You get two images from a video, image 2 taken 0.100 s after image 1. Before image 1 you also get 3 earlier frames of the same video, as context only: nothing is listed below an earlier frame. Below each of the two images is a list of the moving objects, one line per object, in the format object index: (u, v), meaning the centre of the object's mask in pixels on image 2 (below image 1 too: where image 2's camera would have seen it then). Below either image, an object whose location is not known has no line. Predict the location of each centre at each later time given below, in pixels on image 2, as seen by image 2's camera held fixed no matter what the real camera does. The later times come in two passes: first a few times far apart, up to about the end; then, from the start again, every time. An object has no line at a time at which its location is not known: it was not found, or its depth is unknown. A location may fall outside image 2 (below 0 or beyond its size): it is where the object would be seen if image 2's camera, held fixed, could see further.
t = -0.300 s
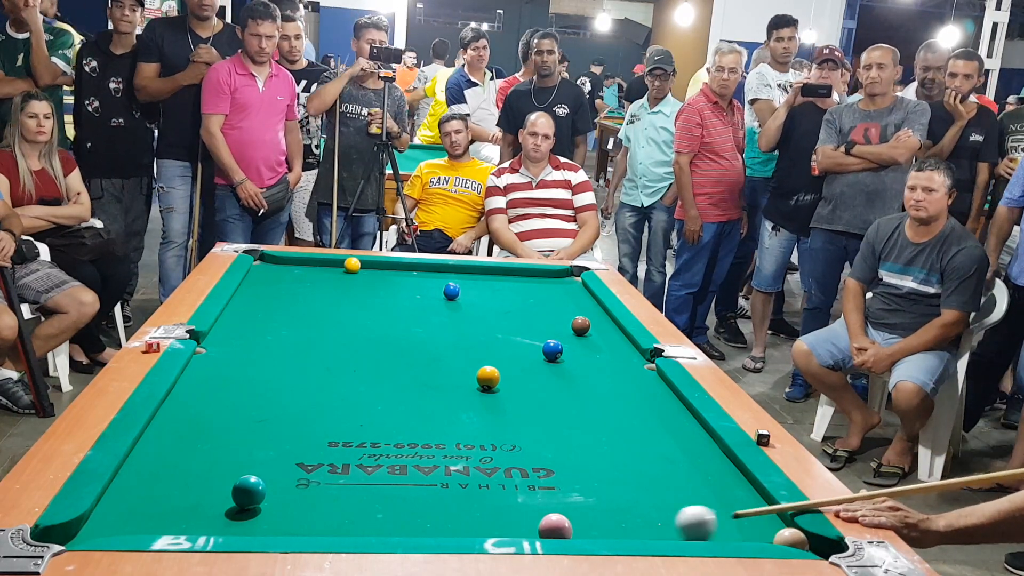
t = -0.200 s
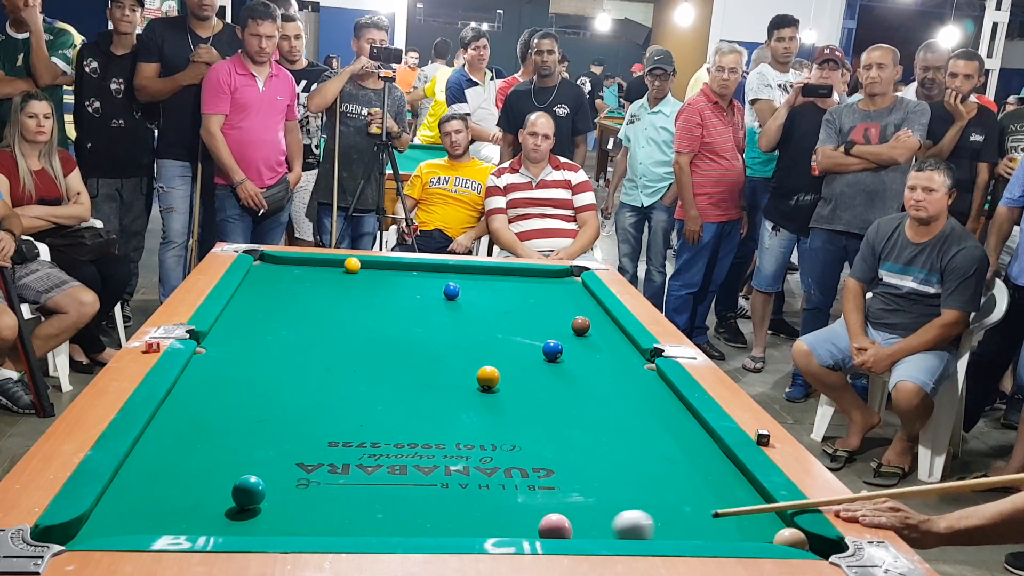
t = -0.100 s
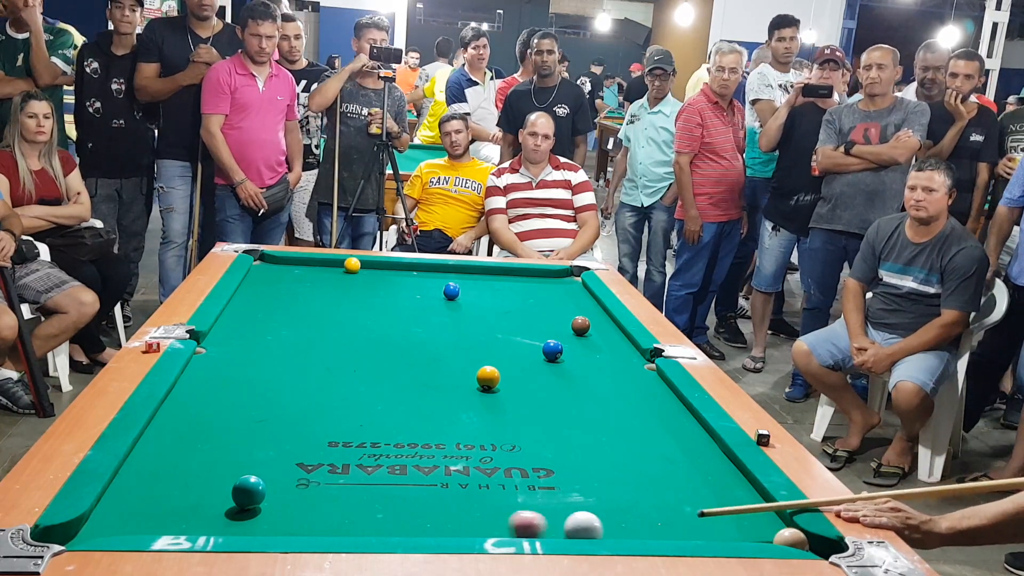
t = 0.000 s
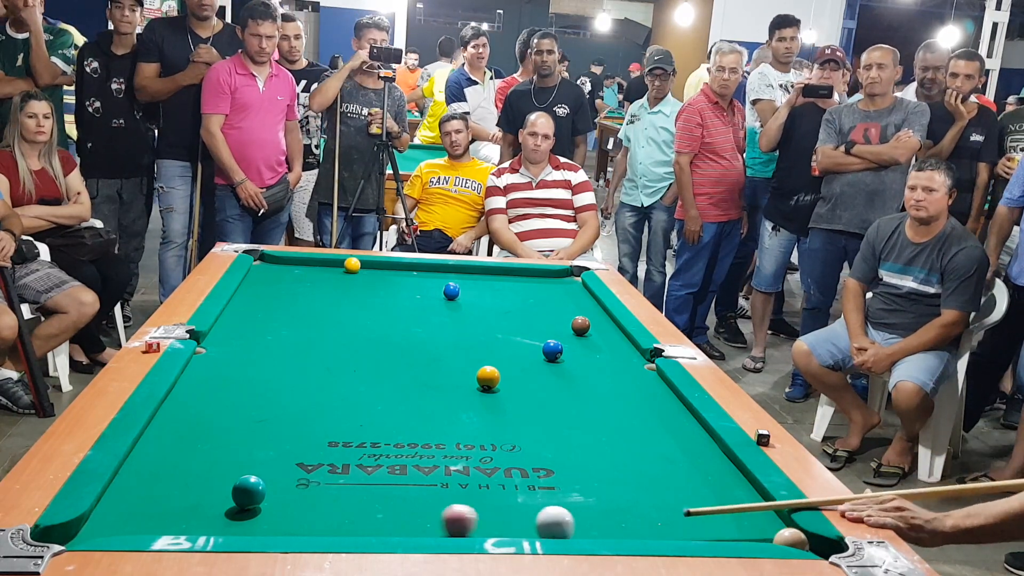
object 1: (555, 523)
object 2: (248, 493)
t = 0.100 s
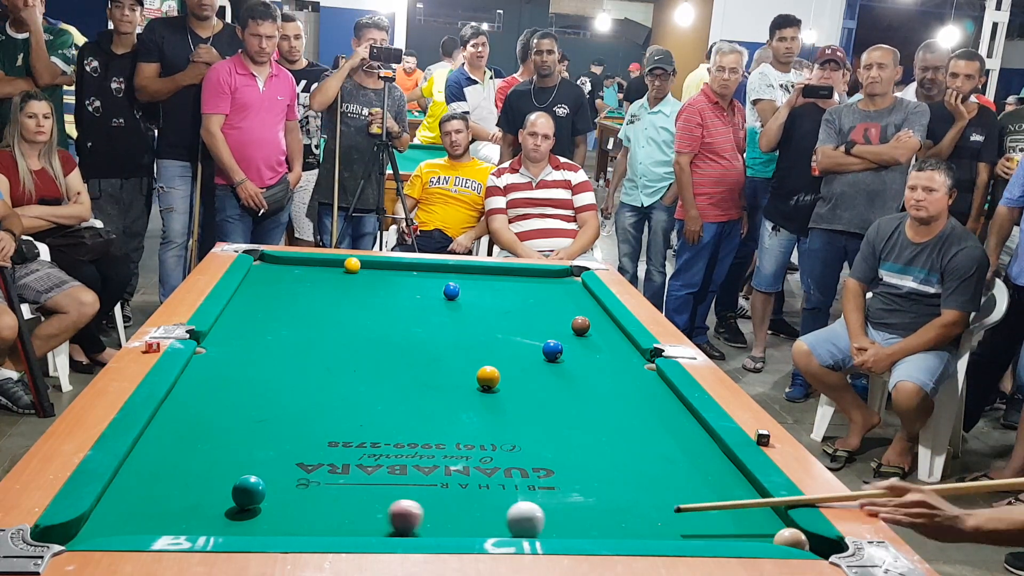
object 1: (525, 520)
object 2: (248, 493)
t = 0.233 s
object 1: (488, 515)
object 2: (248, 493)
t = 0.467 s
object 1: (427, 505)
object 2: (238, 483)
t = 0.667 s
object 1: (379, 498)
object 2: (218, 473)
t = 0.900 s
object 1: (327, 490)
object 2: (199, 460)
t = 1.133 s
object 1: (281, 483)
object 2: (184, 448)
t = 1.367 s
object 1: (239, 477)
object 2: (171, 438)
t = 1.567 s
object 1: (207, 472)
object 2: (160, 433)
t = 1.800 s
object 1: (174, 467)
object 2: (164, 426)
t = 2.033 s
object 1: (144, 462)
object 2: (171, 422)
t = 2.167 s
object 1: (146, 461)
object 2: (173, 421)
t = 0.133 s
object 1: (516, 519)
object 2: (248, 493)
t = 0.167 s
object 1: (506, 518)
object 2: (248, 493)
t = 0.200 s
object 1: (497, 516)
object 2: (248, 493)
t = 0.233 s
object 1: (488, 515)
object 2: (248, 493)
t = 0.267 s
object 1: (479, 514)
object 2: (248, 493)
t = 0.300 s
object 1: (470, 513)
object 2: (248, 493)
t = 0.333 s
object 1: (461, 510)
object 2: (248, 493)
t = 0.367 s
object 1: (452, 509)
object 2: (246, 492)
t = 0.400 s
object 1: (444, 508)
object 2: (243, 488)
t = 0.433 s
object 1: (435, 506)
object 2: (240, 484)
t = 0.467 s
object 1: (427, 505)
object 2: (238, 483)
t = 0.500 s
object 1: (419, 504)
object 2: (235, 482)
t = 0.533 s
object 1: (410, 503)
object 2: (231, 481)
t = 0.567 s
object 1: (402, 501)
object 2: (228, 479)
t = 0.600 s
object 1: (394, 501)
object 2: (224, 476)
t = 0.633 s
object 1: (387, 499)
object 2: (221, 474)
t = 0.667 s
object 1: (379, 498)
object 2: (218, 473)
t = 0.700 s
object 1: (371, 497)
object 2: (215, 470)
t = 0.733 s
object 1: (363, 496)
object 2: (213, 468)
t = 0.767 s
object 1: (356, 495)
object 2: (210, 466)
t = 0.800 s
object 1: (349, 494)
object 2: (207, 465)
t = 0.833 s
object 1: (341, 492)
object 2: (202, 464)
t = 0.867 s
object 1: (334, 492)
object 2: (201, 462)
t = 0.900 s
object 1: (327, 490)
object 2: (199, 460)
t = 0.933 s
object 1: (320, 489)
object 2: (197, 458)
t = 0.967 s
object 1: (314, 488)
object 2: (195, 456)
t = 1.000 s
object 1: (307, 487)
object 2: (193, 454)
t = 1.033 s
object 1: (300, 486)
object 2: (190, 453)
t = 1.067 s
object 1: (294, 485)
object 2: (188, 451)
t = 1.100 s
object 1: (287, 484)
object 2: (186, 450)
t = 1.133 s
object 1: (281, 483)
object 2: (184, 448)
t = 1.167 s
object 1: (275, 482)
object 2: (182, 447)
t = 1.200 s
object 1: (269, 481)
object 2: (180, 445)
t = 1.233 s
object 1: (263, 480)
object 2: (179, 446)
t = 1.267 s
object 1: (257, 479)
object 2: (176, 442)
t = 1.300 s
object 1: (251, 478)
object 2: (175, 442)
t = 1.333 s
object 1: (245, 478)
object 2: (173, 440)
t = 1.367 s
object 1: (239, 477)
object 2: (171, 438)
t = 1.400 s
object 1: (234, 476)
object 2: (169, 437)
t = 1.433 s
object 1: (228, 475)
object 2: (166, 436)
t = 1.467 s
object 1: (223, 474)
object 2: (164, 434)
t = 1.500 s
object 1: (217, 473)
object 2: (162, 434)
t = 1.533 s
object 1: (212, 472)
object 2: (161, 433)
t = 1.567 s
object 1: (207, 472)
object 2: (160, 433)
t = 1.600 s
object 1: (202, 471)
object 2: (159, 432)
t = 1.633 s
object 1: (197, 470)
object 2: (158, 430)
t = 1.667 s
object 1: (192, 469)
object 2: (159, 429)
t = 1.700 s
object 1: (188, 468)
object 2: (160, 428)
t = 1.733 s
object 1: (183, 468)
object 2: (161, 428)
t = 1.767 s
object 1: (178, 467)
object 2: (163, 427)
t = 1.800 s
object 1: (174, 467)
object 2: (164, 426)
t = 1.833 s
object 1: (169, 466)
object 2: (165, 425)
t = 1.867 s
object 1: (165, 465)
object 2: (167, 425)
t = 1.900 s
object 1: (161, 465)
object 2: (167, 424)
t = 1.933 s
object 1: (157, 464)
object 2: (169, 424)
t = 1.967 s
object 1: (153, 463)
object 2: (169, 423)
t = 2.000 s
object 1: (149, 462)
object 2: (170, 423)
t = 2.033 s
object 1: (144, 462)
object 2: (171, 422)
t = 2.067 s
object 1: (140, 462)
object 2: (171, 422)
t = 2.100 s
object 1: (141, 461)
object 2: (172, 422)
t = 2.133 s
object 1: (144, 461)
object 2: (173, 421)
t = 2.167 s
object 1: (146, 461)
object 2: (173, 421)
